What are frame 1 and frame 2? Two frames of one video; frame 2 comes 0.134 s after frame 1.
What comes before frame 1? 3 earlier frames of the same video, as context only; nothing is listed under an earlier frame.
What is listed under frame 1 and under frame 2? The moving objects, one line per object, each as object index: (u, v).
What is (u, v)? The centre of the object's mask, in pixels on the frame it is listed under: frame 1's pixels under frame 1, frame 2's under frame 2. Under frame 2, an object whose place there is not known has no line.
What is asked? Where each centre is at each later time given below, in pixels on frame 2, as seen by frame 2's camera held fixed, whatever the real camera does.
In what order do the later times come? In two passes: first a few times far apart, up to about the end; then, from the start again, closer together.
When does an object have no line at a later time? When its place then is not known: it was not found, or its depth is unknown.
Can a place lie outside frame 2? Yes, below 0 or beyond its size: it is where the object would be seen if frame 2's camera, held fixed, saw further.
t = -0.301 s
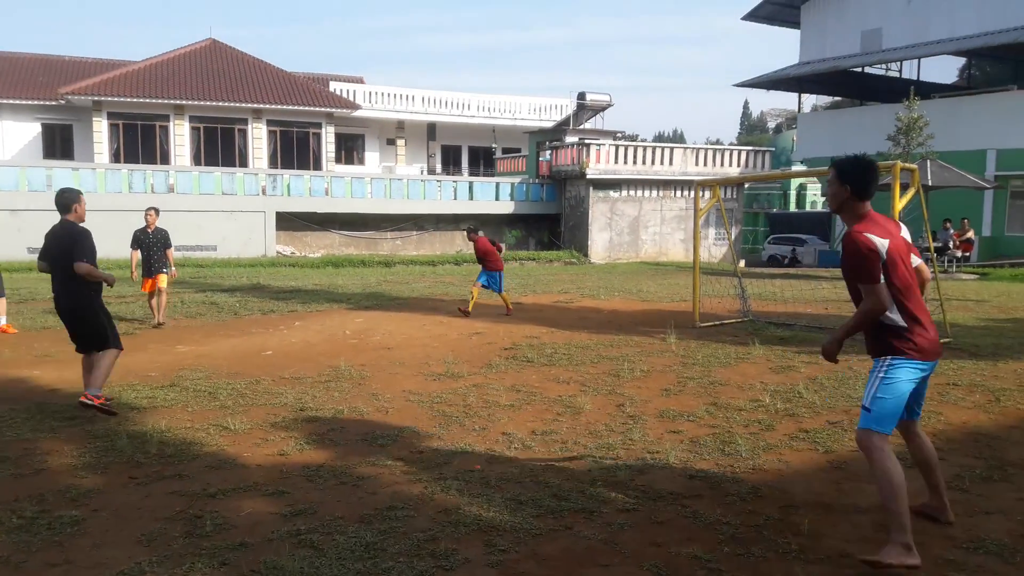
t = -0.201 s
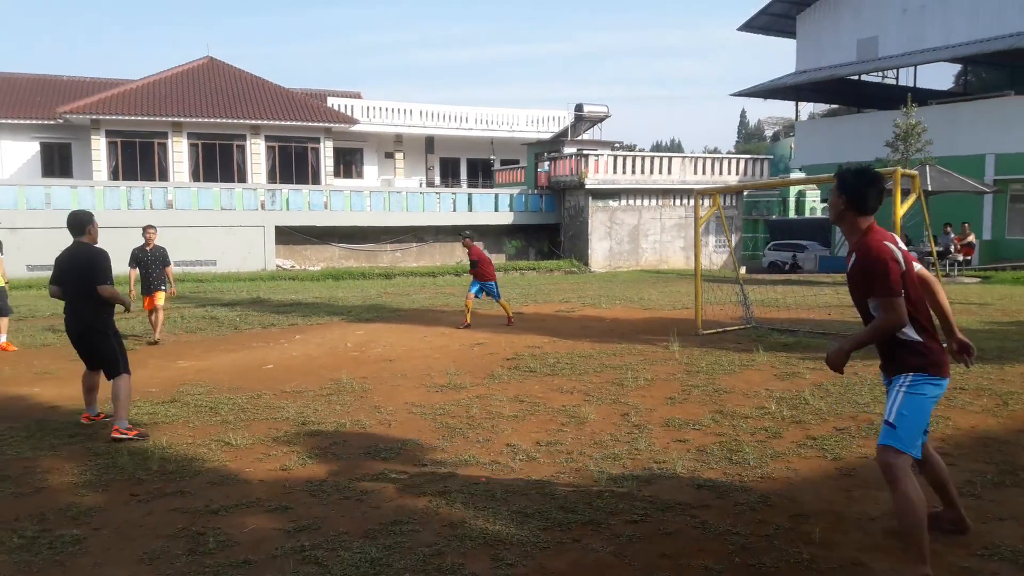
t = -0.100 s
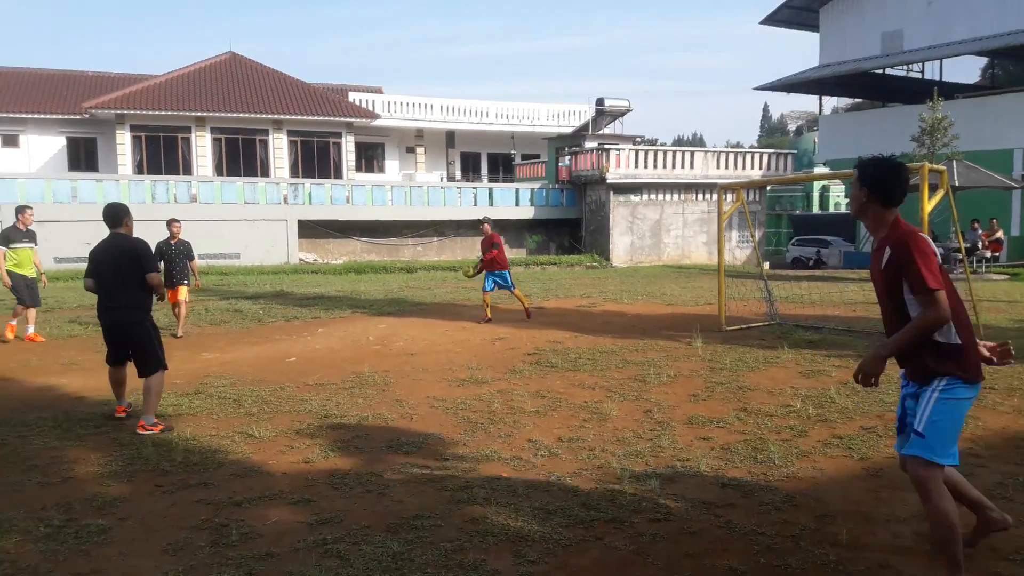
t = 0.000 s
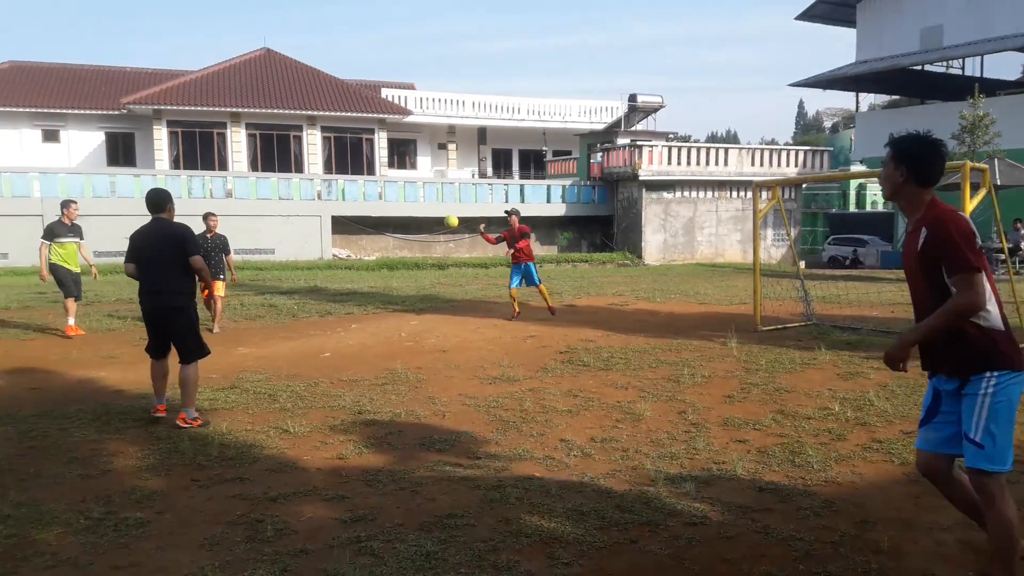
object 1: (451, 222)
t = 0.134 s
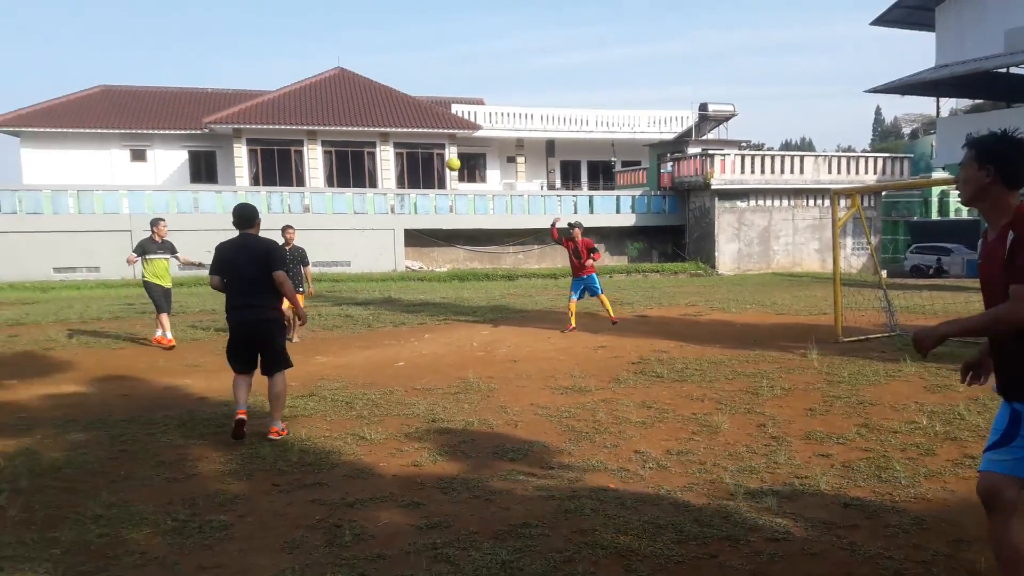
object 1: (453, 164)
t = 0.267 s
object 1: (379, 99)
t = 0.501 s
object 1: (234, 10)
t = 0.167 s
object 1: (435, 147)
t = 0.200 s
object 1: (416, 131)
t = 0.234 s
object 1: (398, 114)
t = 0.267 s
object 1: (379, 99)
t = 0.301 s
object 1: (361, 84)
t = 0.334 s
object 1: (342, 70)
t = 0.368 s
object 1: (321, 59)
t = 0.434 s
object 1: (276, 32)
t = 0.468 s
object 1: (254, 20)
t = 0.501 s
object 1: (234, 10)
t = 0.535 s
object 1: (213, 0)
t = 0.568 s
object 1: (190, -10)
